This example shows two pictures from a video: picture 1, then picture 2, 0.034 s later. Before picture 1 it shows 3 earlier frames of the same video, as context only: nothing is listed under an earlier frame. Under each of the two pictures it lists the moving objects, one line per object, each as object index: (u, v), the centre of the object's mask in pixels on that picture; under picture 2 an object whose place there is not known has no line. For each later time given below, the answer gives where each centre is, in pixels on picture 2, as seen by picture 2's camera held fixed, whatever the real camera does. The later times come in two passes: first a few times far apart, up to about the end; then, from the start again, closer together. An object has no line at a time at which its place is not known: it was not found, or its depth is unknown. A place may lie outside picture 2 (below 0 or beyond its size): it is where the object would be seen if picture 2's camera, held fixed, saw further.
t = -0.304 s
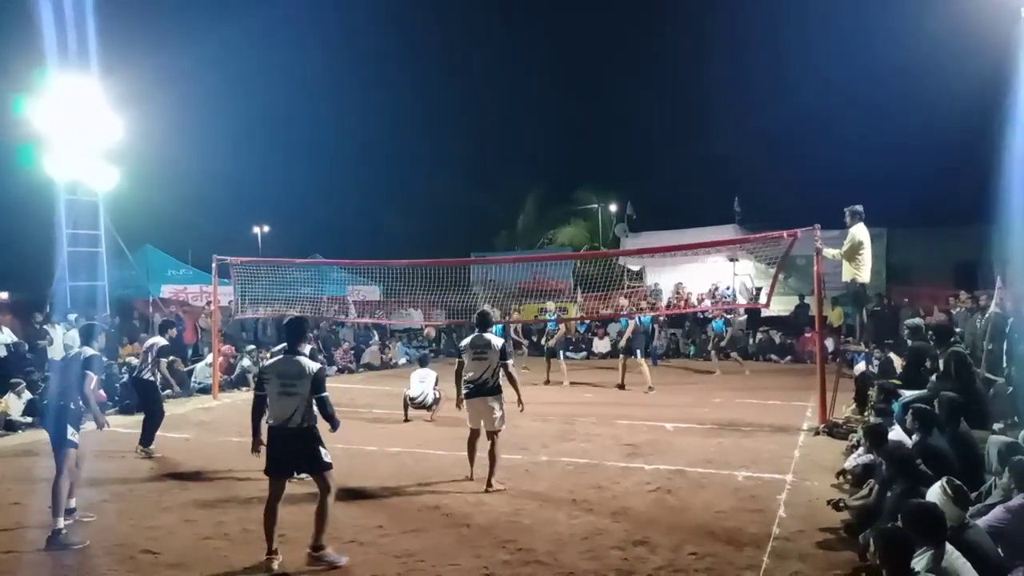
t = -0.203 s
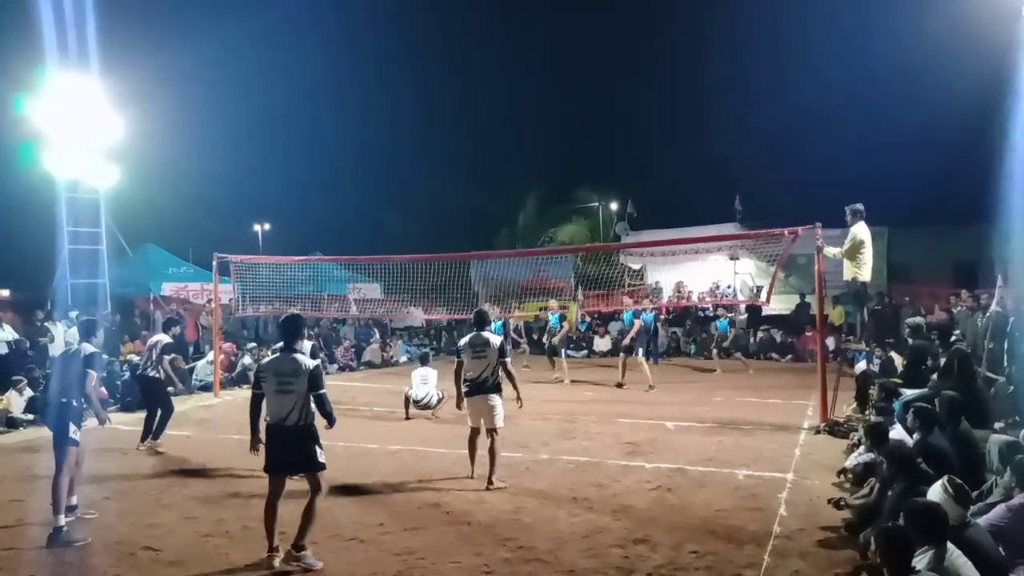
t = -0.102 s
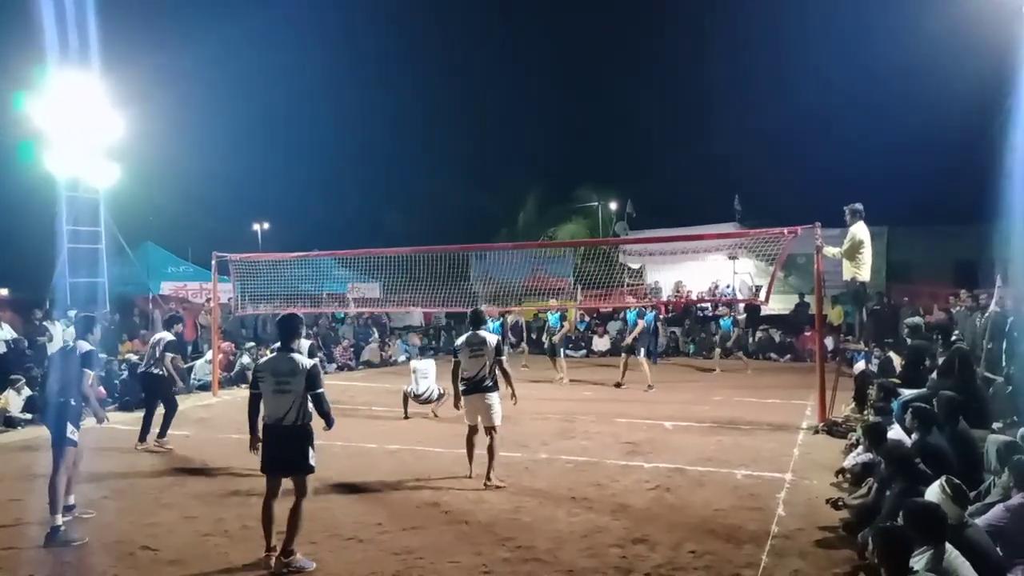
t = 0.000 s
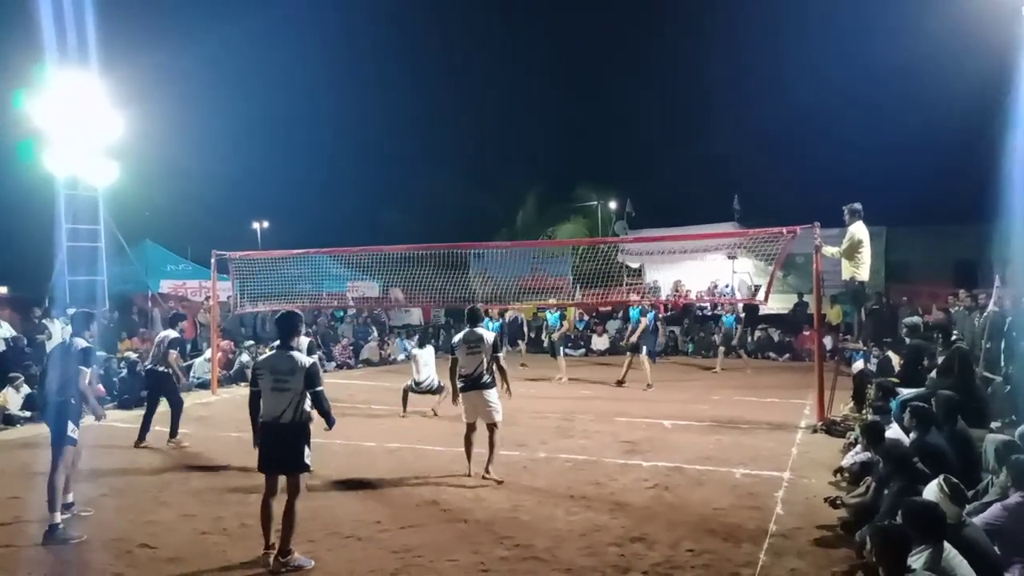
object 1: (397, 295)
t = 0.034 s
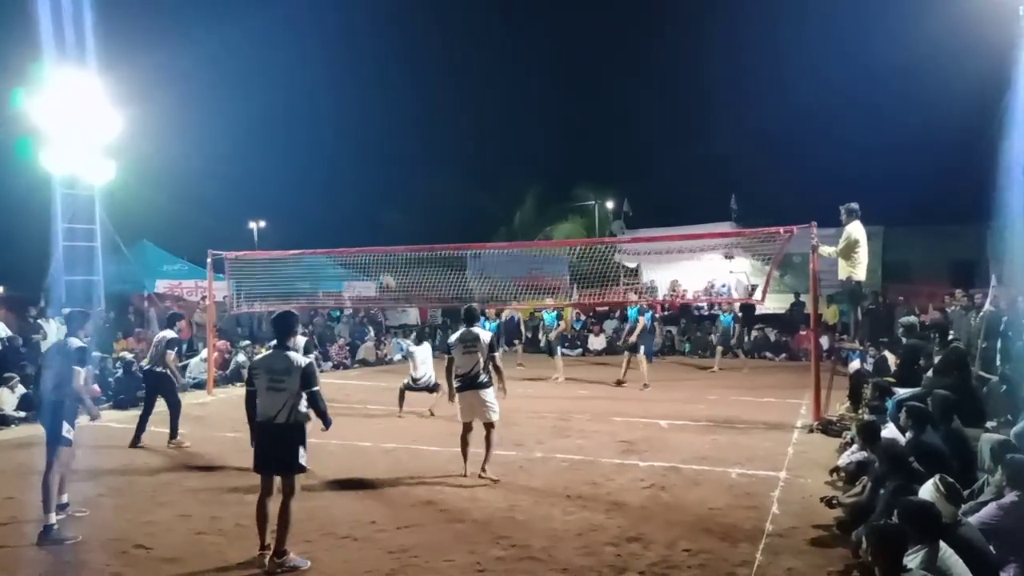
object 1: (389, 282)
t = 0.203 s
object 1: (360, 223)
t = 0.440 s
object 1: (319, 168)
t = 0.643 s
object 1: (285, 149)
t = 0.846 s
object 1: (250, 159)
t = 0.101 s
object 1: (376, 255)
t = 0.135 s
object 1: (371, 244)
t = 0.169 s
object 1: (365, 233)
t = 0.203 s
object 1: (360, 223)
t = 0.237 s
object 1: (354, 212)
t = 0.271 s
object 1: (348, 203)
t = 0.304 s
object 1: (343, 195)
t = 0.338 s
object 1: (337, 187)
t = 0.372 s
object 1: (331, 180)
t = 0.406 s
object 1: (325, 174)
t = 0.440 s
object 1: (319, 168)
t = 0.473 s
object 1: (314, 163)
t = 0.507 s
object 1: (309, 159)
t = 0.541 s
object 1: (302, 156)
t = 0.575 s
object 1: (297, 153)
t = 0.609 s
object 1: (291, 150)
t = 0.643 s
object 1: (285, 149)
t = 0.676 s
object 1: (280, 149)
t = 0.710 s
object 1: (274, 149)
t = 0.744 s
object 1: (268, 151)
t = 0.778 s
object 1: (263, 152)
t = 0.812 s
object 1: (257, 155)
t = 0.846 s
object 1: (250, 159)
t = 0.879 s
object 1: (245, 164)
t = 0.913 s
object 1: (239, 169)
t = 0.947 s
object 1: (233, 176)
